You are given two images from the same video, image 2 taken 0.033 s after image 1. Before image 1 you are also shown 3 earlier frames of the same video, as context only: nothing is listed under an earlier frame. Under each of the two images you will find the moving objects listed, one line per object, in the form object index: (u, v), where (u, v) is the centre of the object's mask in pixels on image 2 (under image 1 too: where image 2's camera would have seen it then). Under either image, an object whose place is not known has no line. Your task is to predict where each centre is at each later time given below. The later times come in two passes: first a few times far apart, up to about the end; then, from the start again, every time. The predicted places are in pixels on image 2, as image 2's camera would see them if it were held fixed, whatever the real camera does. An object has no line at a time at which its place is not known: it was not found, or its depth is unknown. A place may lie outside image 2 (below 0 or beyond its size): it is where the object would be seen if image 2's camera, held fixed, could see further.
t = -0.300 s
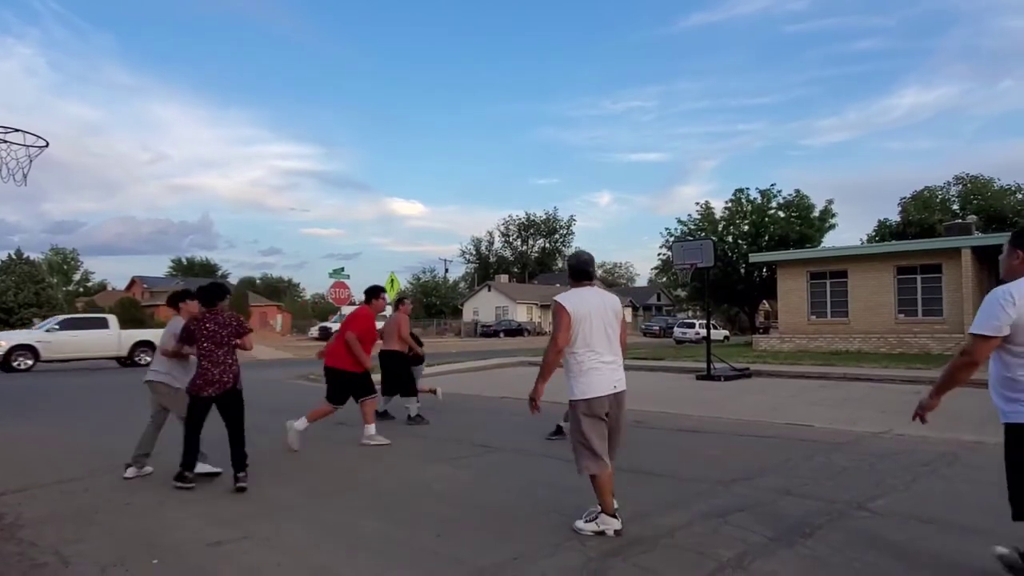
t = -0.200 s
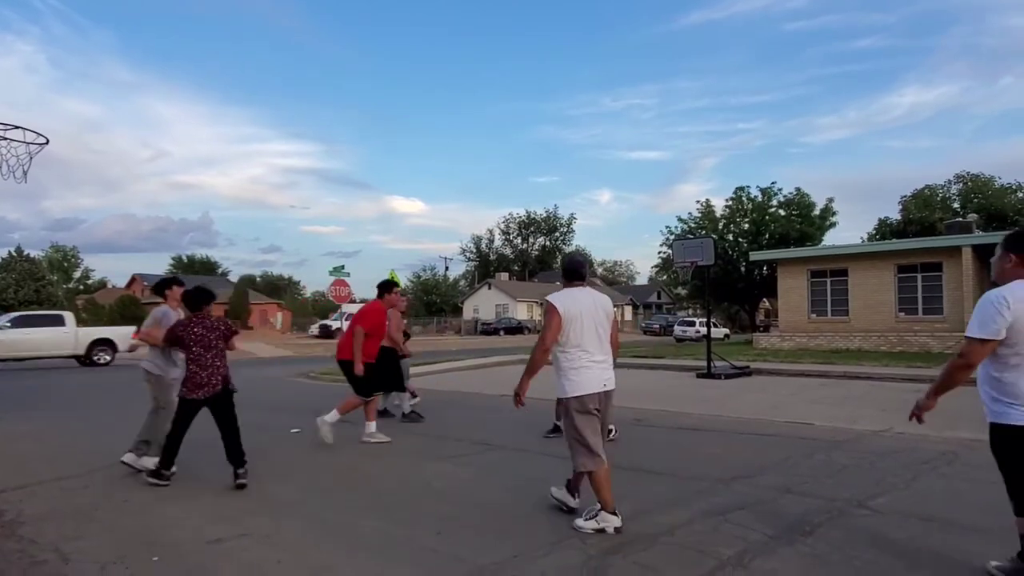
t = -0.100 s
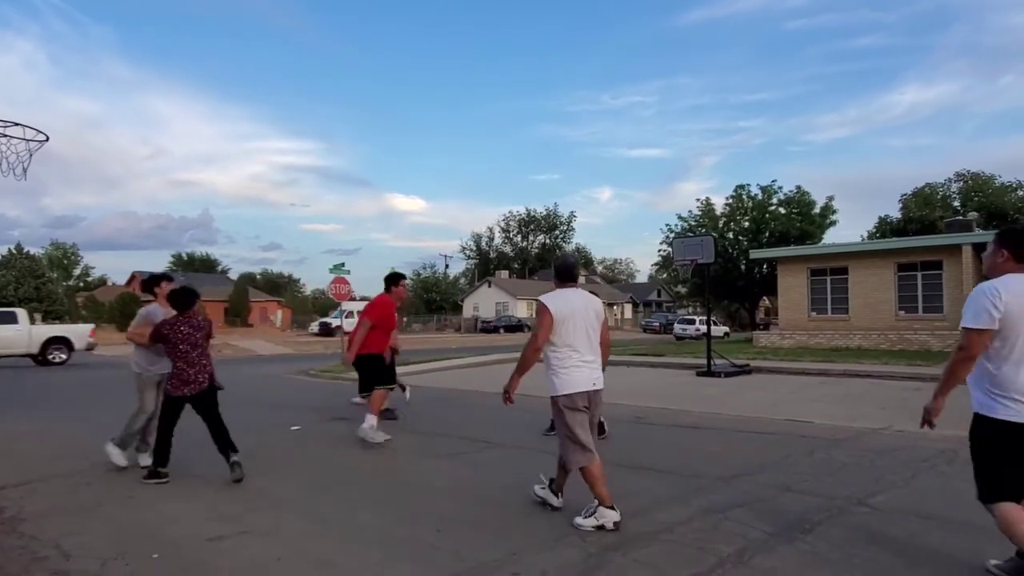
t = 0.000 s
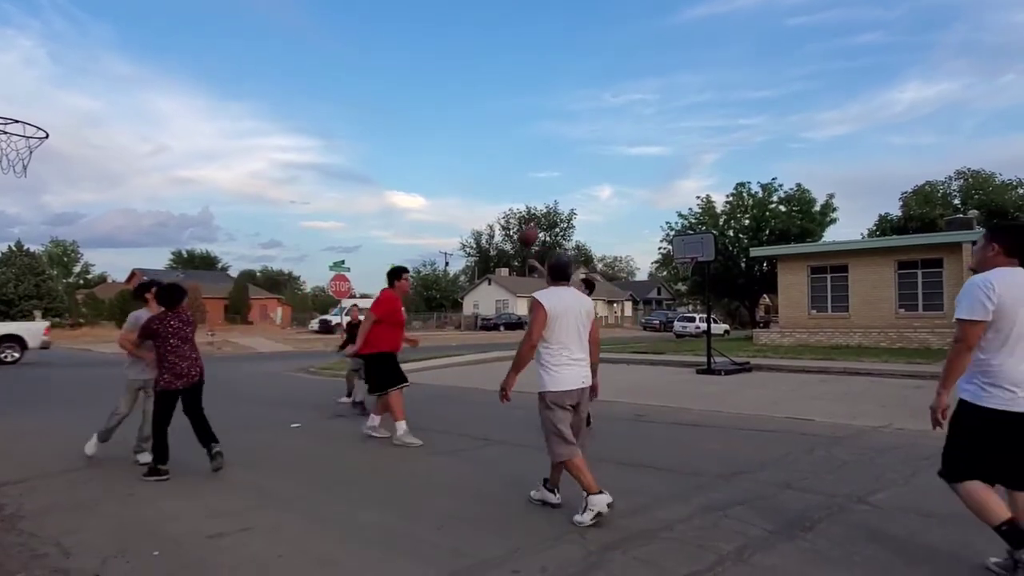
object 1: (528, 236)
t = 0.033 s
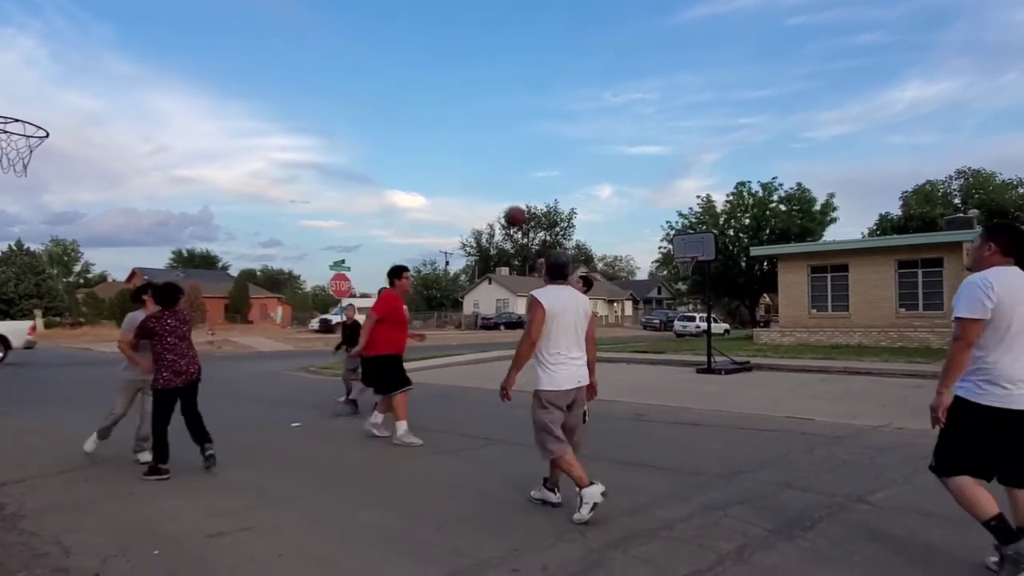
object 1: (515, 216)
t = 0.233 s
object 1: (432, 119)
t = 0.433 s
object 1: (344, 52)
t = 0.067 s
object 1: (501, 198)
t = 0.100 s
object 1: (488, 180)
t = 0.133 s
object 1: (474, 164)
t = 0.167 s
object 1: (460, 148)
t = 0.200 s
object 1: (446, 133)
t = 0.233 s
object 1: (432, 119)
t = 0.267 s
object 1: (418, 106)
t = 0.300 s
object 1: (403, 93)
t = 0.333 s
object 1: (389, 82)
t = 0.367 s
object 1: (374, 71)
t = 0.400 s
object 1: (359, 61)
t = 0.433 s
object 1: (344, 52)
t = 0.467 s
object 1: (329, 45)
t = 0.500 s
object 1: (314, 38)
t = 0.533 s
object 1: (299, 33)
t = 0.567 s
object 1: (283, 28)
